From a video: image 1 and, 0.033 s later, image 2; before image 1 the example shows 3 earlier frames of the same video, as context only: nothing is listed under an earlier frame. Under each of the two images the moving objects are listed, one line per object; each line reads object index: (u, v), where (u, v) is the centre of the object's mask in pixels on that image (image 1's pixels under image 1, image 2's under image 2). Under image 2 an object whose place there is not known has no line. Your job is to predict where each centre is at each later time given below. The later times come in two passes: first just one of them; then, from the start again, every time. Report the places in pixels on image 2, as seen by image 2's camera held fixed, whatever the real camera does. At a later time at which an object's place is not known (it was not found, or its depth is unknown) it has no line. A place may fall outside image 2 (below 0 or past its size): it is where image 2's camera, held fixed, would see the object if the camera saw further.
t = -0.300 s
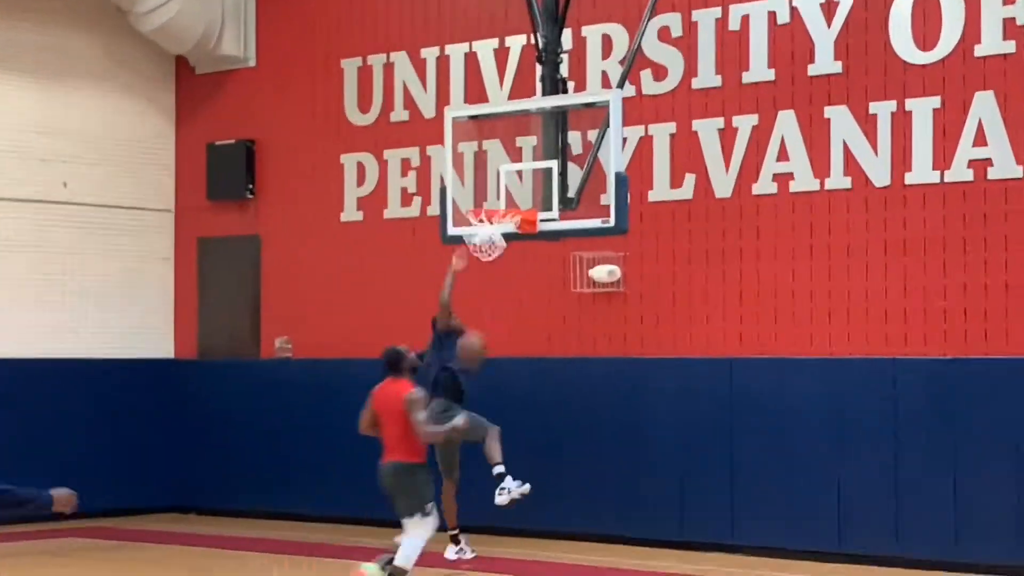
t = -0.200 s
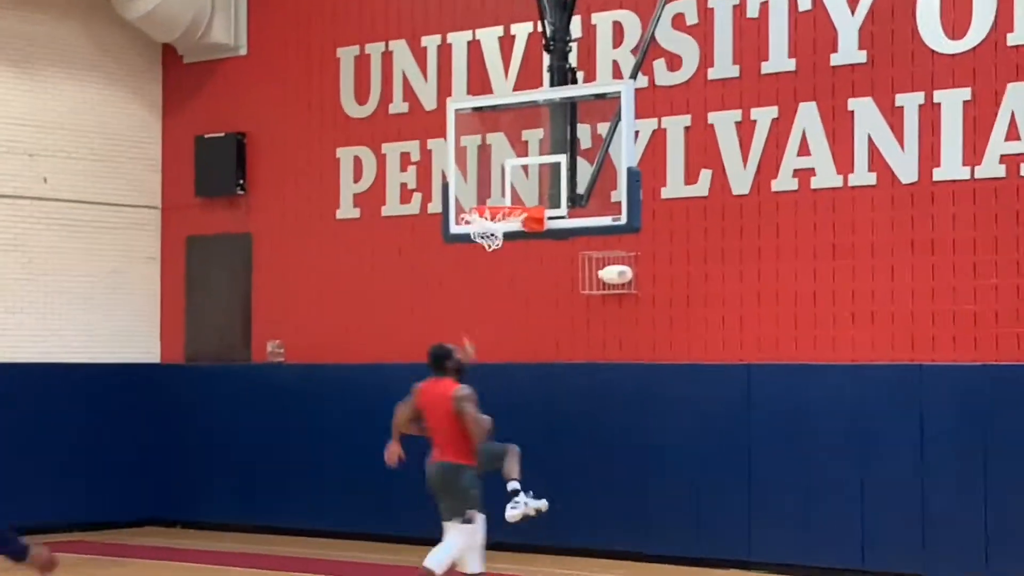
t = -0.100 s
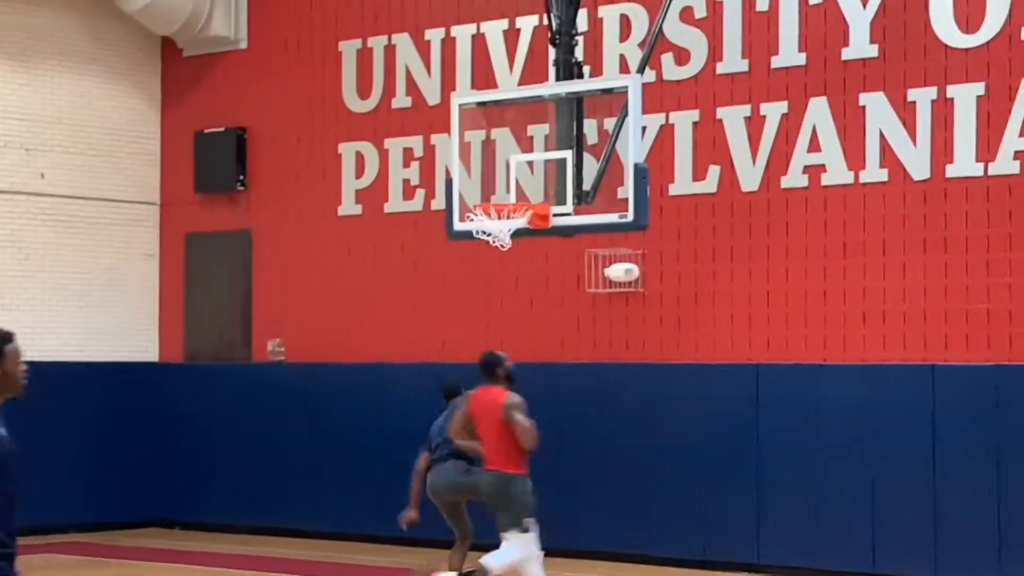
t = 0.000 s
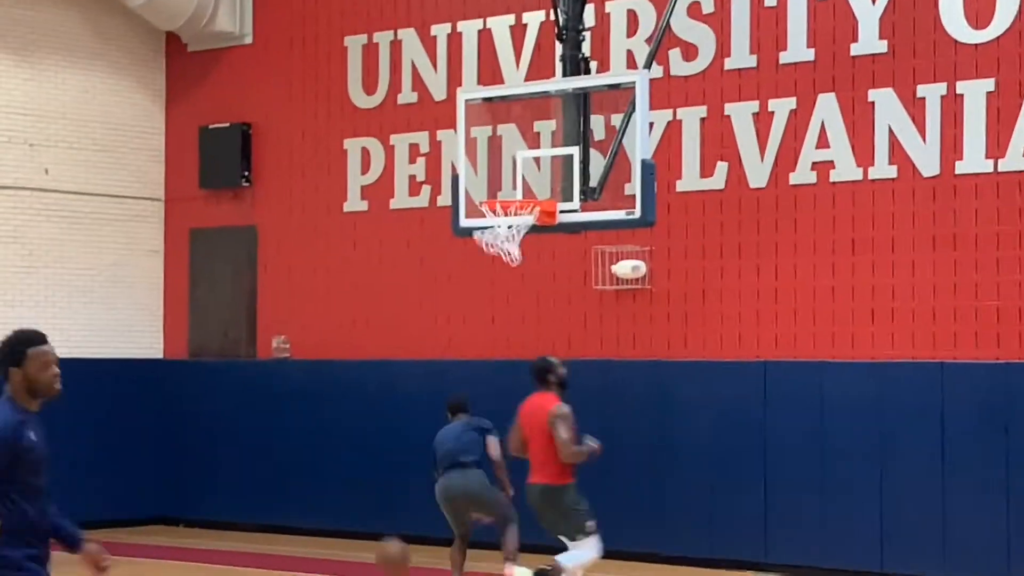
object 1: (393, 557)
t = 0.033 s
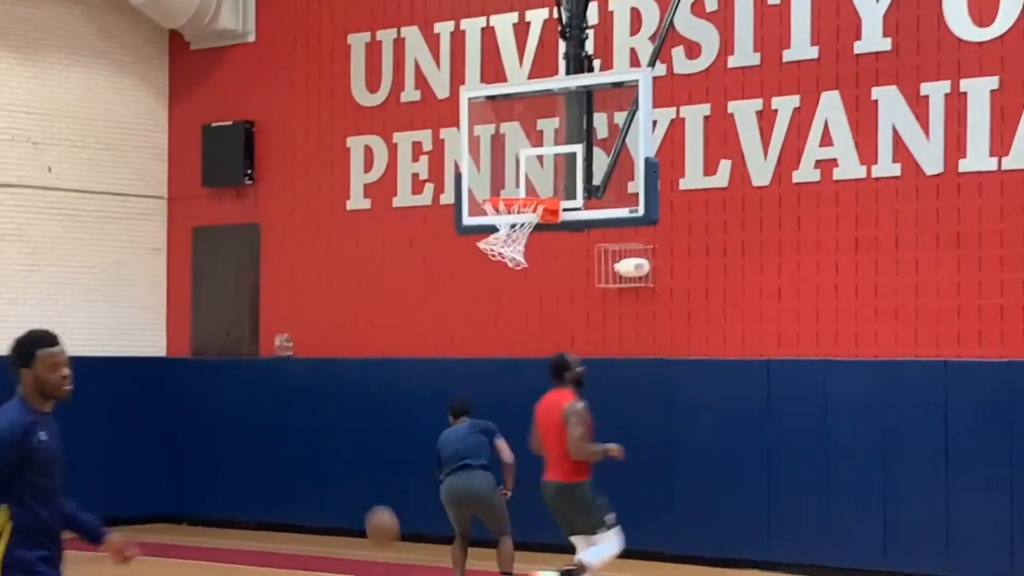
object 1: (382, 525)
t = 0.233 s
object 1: (305, 391)
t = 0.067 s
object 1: (370, 501)
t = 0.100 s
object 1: (358, 476)
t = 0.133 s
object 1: (344, 452)
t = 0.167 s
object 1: (331, 430)
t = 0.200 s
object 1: (318, 410)
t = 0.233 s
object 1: (305, 391)
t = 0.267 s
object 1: (292, 373)
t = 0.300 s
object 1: (279, 357)
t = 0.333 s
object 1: (266, 342)
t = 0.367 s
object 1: (251, 329)
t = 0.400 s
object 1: (238, 317)
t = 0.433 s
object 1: (225, 308)
